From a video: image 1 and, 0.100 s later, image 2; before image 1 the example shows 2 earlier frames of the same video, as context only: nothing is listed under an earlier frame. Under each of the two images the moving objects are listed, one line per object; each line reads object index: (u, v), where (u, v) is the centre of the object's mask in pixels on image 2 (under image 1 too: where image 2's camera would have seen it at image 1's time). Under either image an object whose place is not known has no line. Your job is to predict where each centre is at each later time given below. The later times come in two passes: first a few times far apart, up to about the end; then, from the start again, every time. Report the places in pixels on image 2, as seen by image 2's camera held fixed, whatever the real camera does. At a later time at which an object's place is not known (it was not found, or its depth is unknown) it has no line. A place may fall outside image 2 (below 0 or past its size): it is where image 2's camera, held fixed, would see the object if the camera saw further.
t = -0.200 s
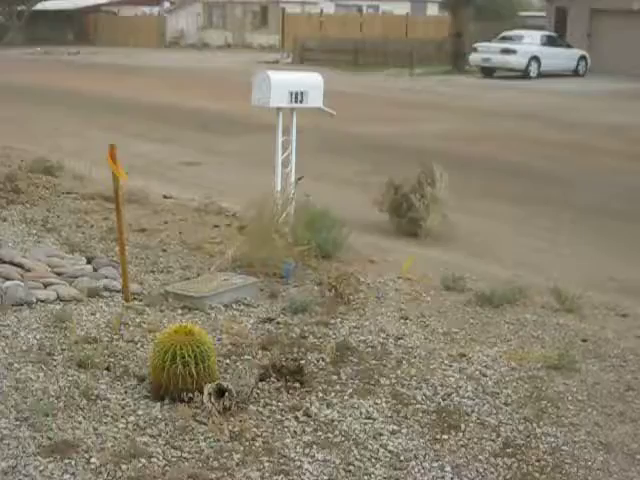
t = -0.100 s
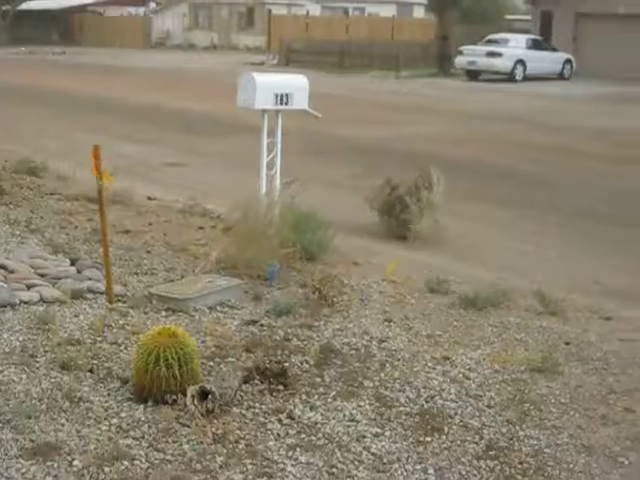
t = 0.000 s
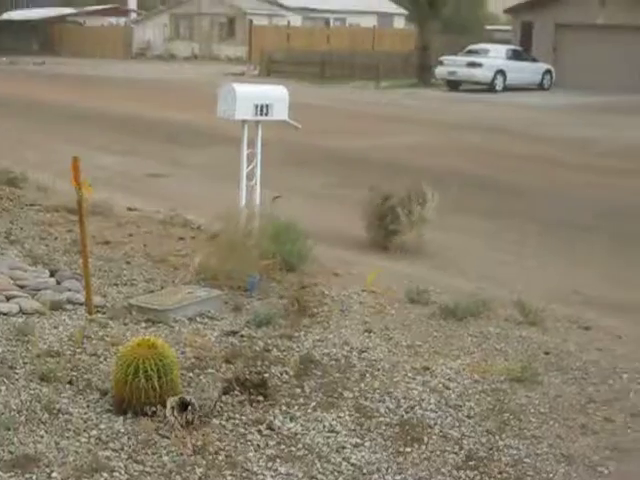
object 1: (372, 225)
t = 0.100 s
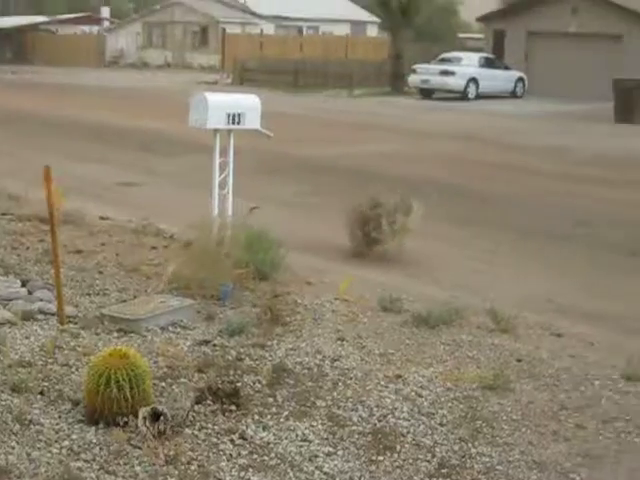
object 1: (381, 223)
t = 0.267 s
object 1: (400, 236)
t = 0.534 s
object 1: (430, 241)
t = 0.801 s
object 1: (434, 239)
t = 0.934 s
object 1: (432, 240)
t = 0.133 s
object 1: (385, 224)
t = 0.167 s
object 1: (390, 224)
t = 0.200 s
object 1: (393, 226)
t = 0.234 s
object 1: (398, 229)
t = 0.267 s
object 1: (400, 236)
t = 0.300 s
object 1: (403, 238)
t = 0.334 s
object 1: (409, 241)
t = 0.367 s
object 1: (412, 242)
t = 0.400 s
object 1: (416, 243)
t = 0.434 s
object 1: (420, 243)
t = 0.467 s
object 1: (424, 242)
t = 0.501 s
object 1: (428, 242)
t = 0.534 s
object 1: (430, 241)
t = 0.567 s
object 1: (432, 240)
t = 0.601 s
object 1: (433, 239)
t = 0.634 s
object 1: (434, 238)
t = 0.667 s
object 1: (435, 238)
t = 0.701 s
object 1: (435, 238)
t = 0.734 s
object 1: (435, 238)
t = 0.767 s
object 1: (435, 239)
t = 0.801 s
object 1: (434, 239)
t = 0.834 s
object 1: (433, 239)
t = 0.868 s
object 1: (433, 240)
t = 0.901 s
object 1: (433, 239)
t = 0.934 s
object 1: (432, 240)
